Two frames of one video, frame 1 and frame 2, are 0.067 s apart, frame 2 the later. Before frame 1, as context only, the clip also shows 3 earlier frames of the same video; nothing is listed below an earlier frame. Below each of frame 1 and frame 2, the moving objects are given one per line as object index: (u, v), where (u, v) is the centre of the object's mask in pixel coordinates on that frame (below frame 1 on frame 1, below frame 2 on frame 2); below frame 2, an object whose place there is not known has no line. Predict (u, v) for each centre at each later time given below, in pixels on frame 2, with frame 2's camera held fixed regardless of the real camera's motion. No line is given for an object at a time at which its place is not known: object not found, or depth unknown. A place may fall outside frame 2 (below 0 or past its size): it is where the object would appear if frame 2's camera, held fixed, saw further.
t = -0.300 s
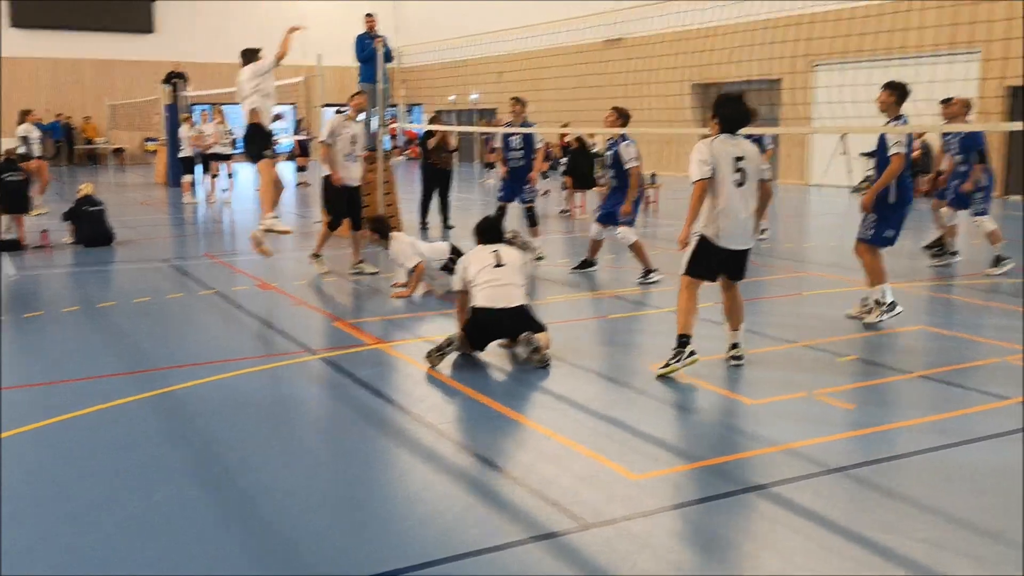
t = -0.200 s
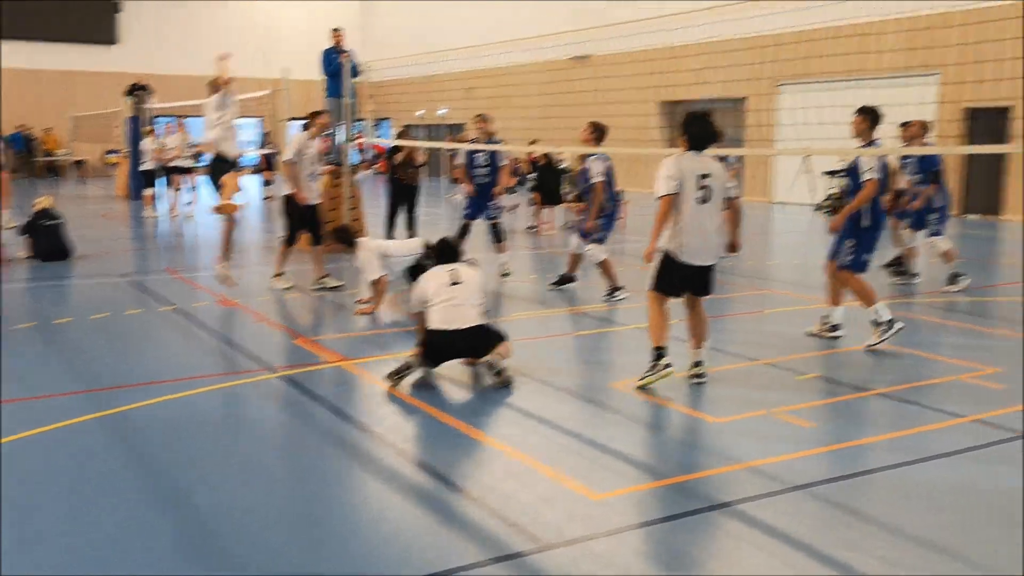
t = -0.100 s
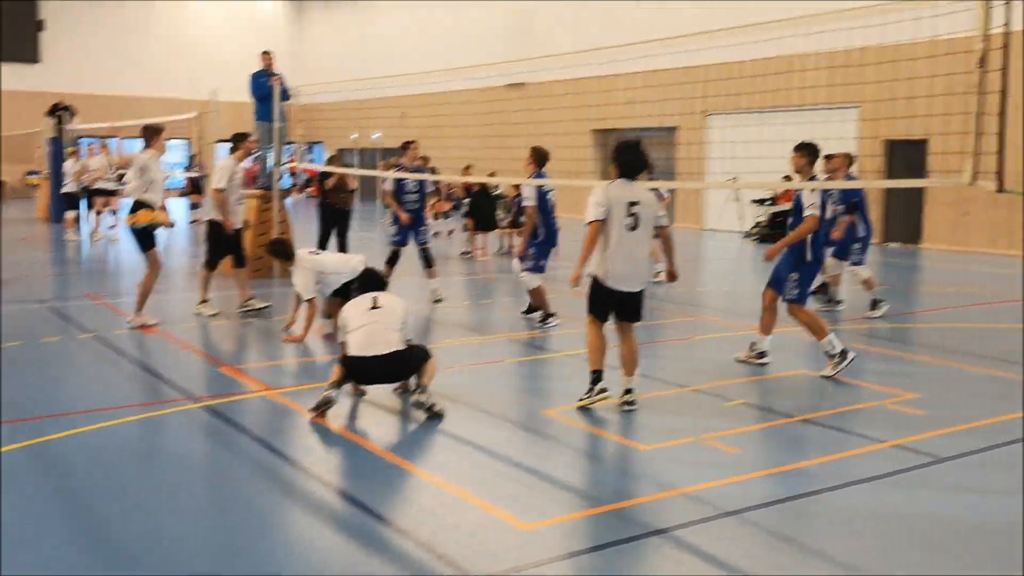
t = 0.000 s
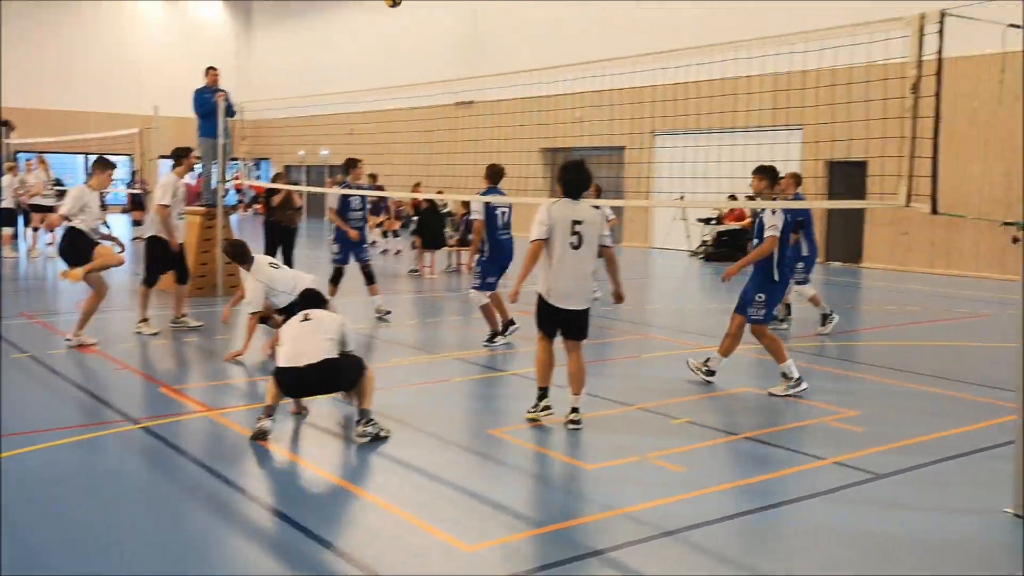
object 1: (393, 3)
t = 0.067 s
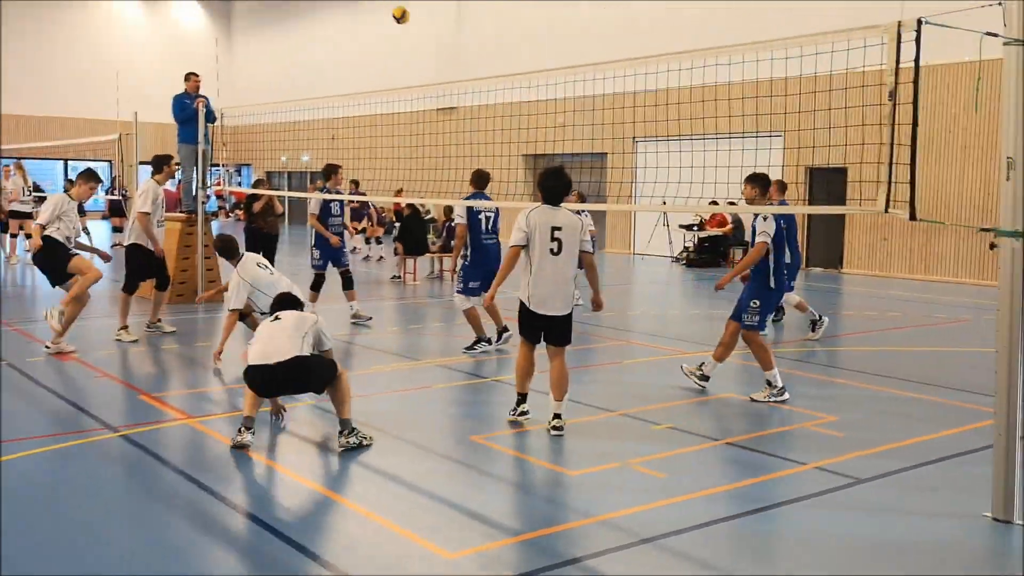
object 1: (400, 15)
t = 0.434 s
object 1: (515, 113)
